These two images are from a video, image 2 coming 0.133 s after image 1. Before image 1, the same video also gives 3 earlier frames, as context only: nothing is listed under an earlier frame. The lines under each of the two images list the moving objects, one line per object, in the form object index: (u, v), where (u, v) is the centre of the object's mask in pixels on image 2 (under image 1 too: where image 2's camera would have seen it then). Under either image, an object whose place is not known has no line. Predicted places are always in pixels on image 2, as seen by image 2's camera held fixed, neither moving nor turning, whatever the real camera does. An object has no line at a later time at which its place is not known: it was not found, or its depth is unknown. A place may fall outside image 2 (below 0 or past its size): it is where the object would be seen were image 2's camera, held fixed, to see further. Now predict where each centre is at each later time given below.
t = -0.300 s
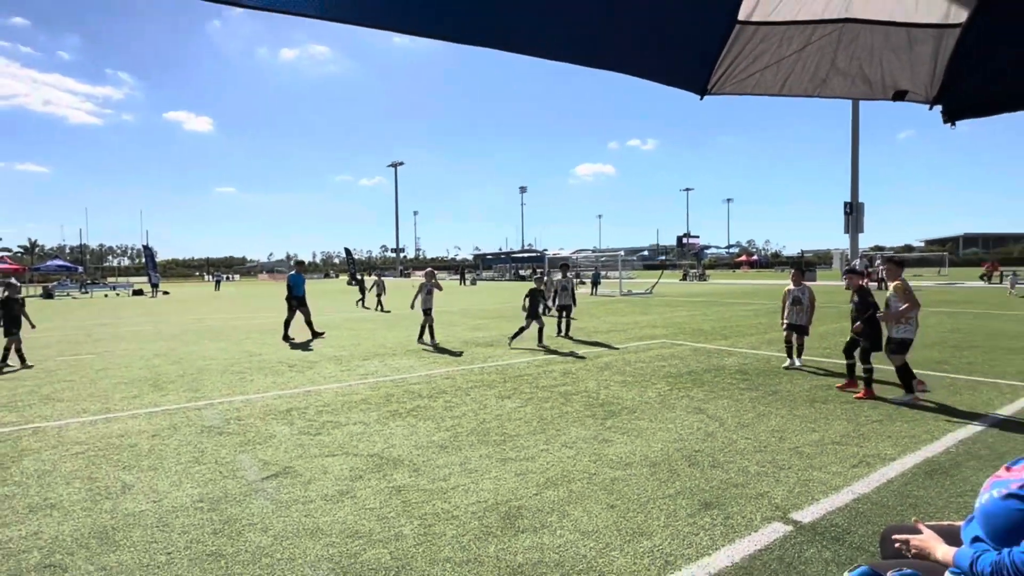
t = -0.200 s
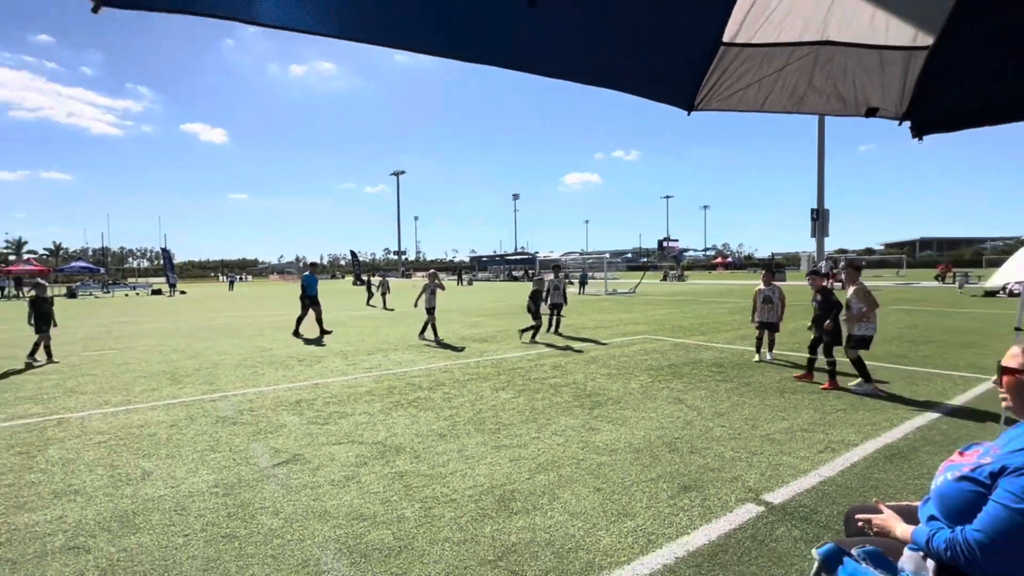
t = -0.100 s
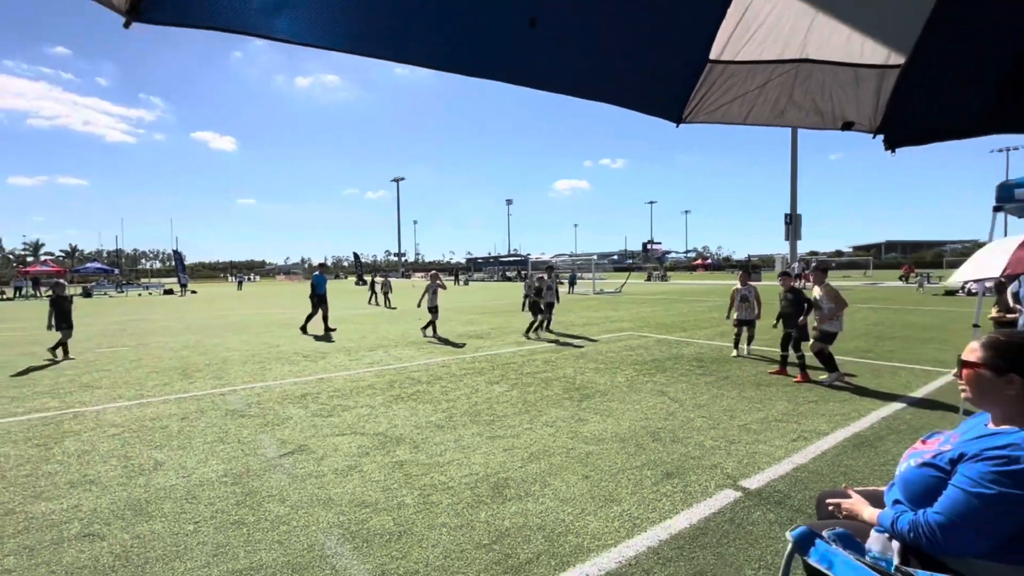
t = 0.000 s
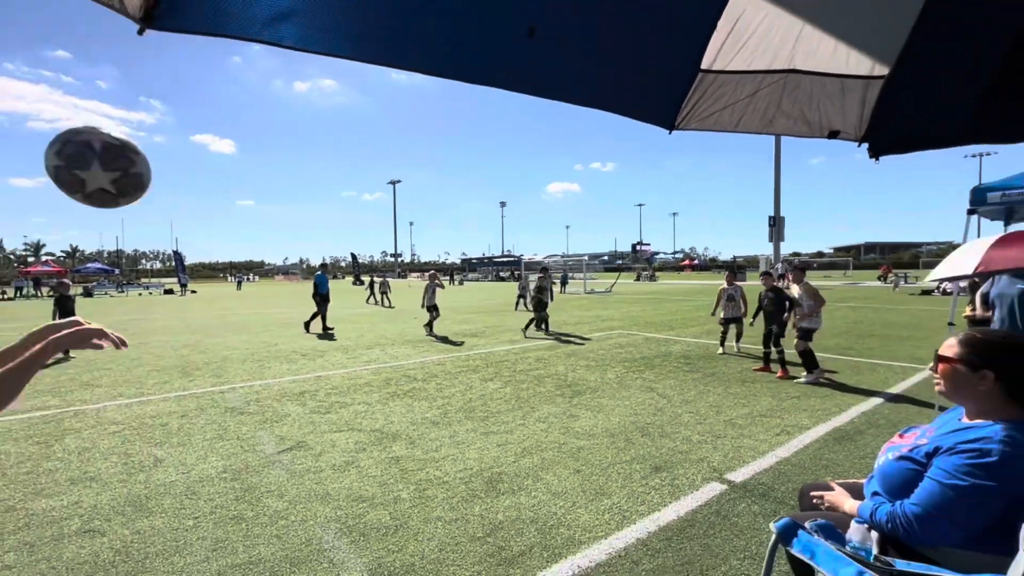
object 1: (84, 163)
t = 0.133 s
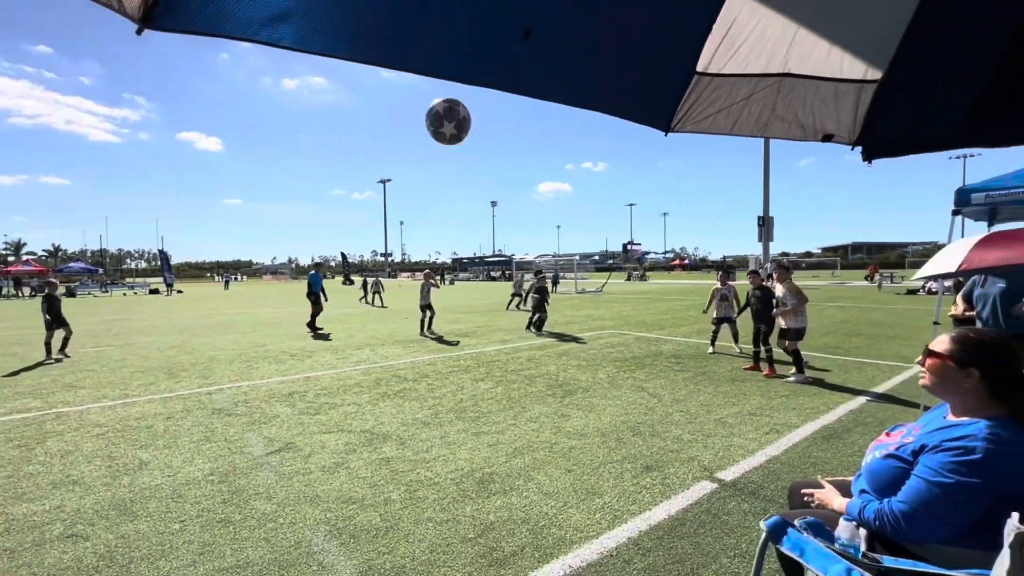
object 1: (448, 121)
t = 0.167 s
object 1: (494, 123)
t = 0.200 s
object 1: (531, 124)
